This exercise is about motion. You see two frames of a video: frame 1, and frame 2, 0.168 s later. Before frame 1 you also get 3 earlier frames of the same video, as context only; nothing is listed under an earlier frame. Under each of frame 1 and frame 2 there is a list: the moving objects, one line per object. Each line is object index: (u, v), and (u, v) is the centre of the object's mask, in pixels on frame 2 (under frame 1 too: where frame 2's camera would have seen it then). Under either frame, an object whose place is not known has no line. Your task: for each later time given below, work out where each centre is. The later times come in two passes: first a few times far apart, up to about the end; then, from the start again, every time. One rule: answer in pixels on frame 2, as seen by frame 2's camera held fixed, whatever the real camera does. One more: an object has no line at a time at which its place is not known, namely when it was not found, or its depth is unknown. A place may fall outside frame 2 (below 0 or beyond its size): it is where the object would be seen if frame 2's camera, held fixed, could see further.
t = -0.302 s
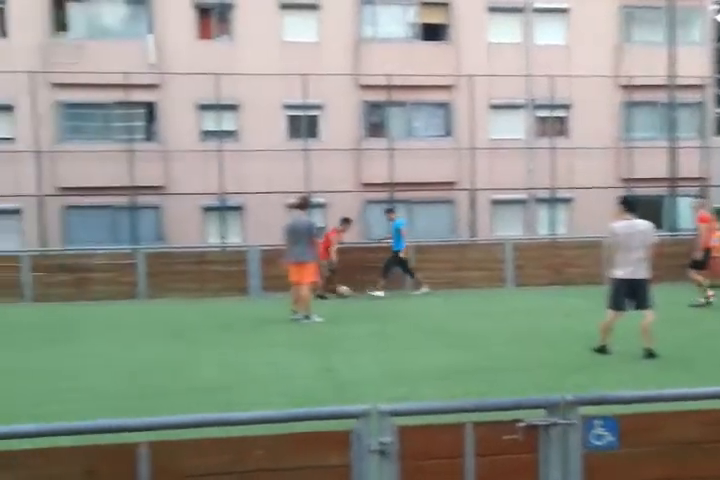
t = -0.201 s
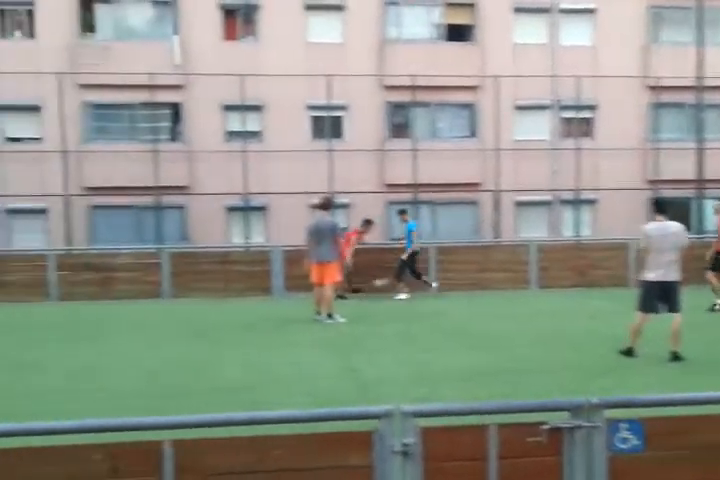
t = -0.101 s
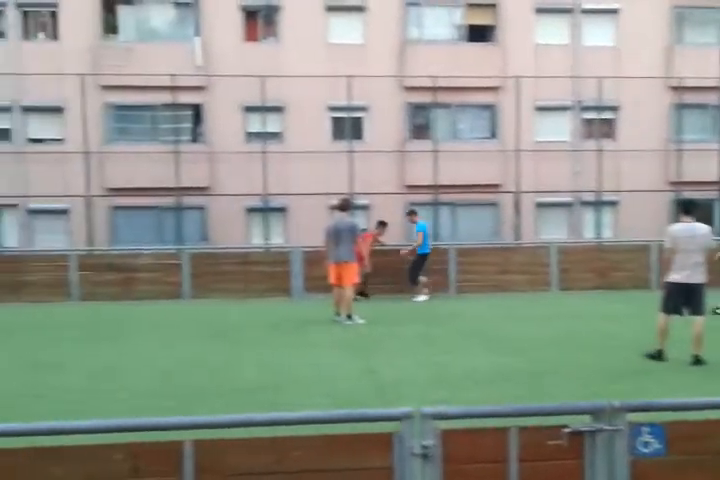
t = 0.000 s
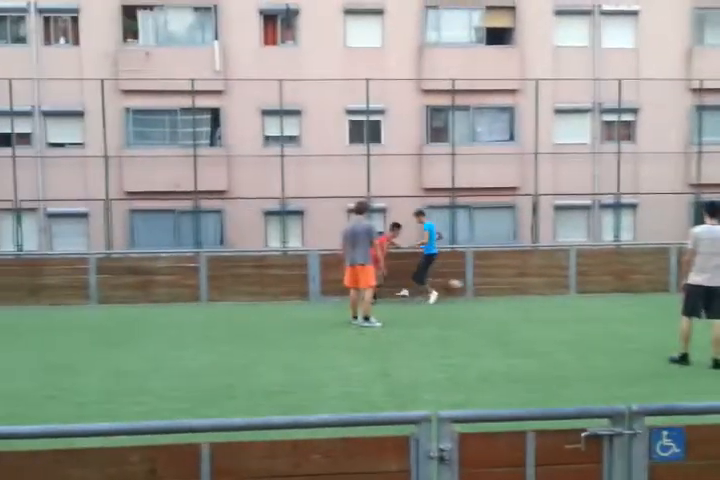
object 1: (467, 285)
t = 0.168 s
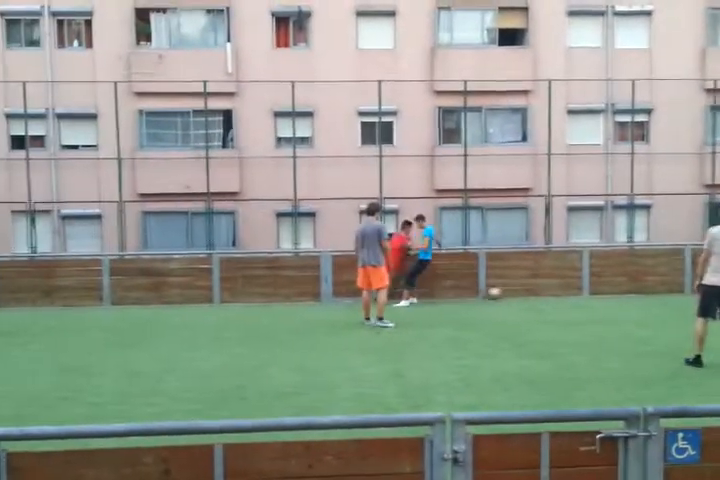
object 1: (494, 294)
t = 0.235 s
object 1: (498, 291)
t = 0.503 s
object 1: (518, 292)
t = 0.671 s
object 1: (529, 294)
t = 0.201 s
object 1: (497, 292)
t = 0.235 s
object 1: (498, 291)
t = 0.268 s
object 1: (501, 291)
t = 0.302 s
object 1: (504, 290)
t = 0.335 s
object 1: (506, 291)
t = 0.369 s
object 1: (507, 292)
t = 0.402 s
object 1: (510, 294)
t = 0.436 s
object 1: (515, 294)
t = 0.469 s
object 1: (516, 293)
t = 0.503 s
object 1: (518, 292)
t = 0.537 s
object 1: (520, 293)
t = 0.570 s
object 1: (522, 293)
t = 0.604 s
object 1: (524, 295)
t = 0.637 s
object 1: (527, 294)
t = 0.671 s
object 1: (529, 294)
